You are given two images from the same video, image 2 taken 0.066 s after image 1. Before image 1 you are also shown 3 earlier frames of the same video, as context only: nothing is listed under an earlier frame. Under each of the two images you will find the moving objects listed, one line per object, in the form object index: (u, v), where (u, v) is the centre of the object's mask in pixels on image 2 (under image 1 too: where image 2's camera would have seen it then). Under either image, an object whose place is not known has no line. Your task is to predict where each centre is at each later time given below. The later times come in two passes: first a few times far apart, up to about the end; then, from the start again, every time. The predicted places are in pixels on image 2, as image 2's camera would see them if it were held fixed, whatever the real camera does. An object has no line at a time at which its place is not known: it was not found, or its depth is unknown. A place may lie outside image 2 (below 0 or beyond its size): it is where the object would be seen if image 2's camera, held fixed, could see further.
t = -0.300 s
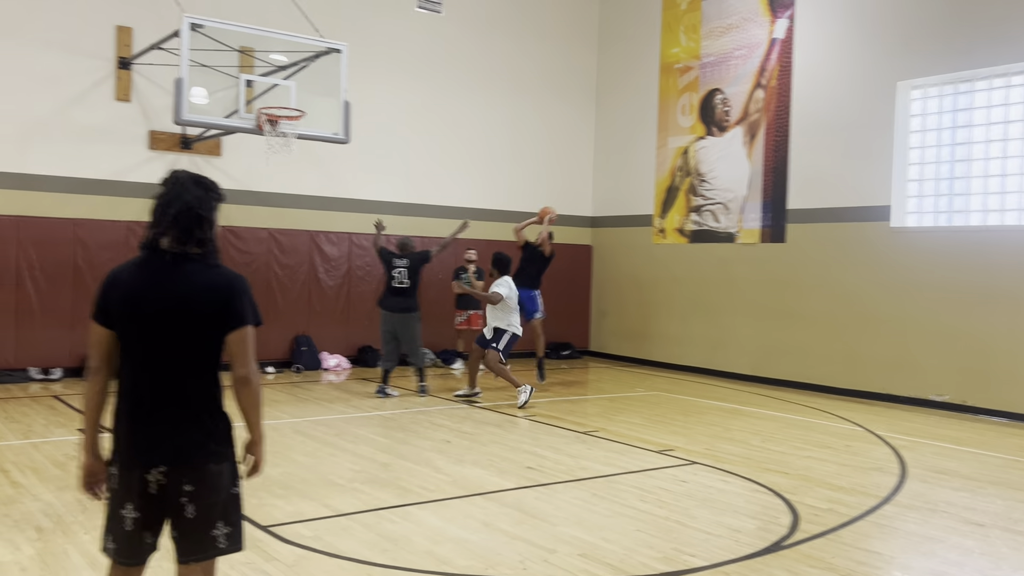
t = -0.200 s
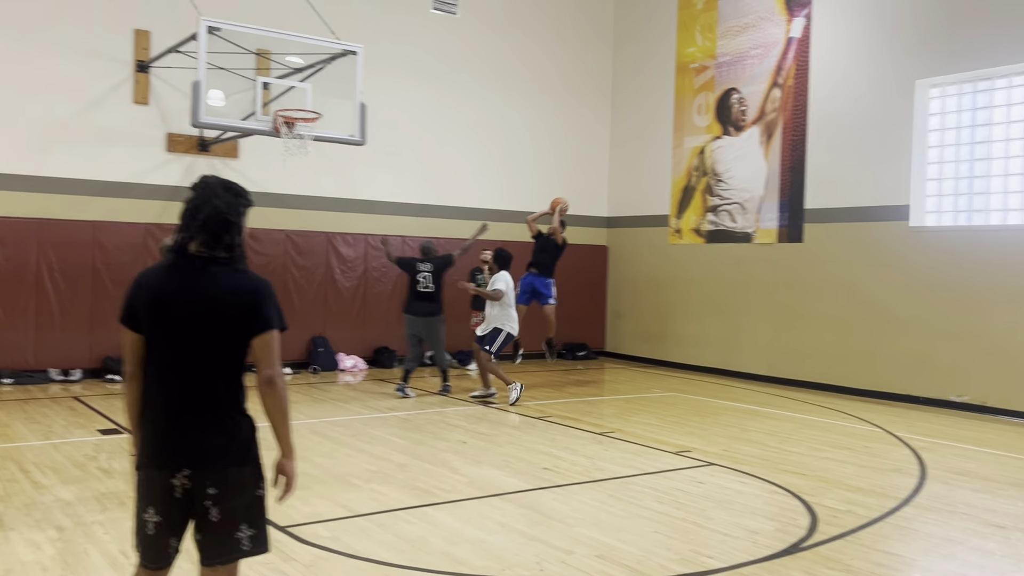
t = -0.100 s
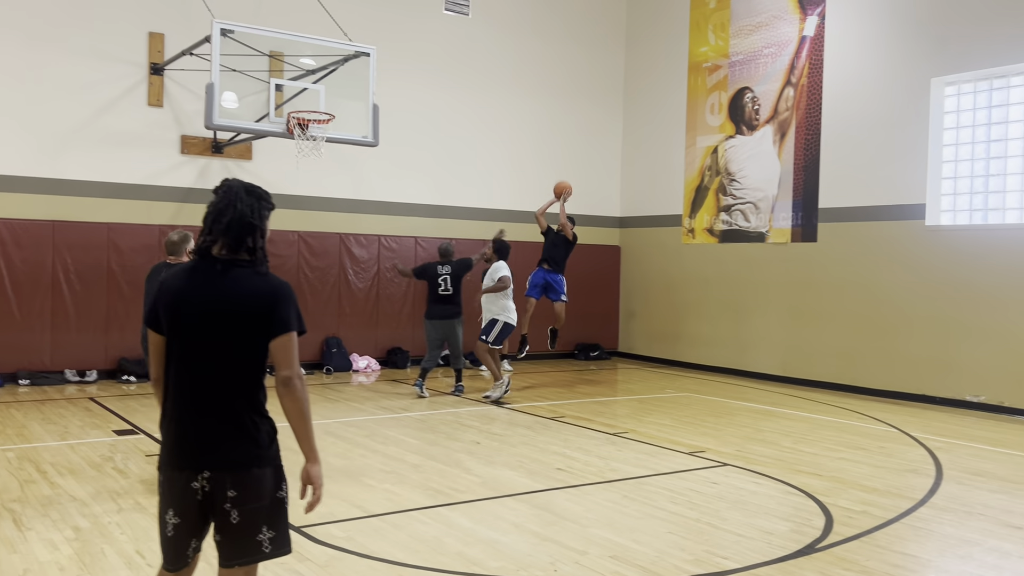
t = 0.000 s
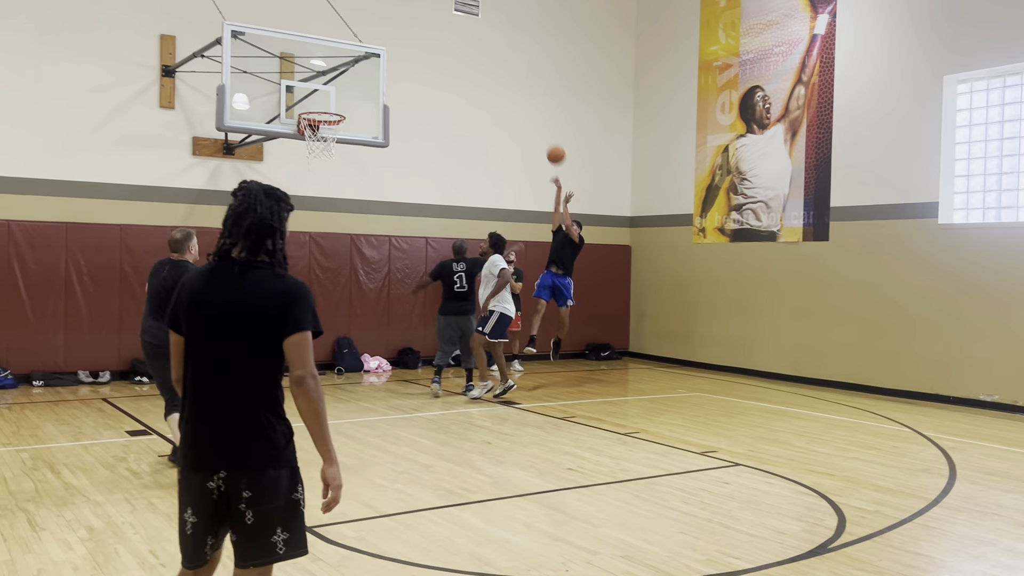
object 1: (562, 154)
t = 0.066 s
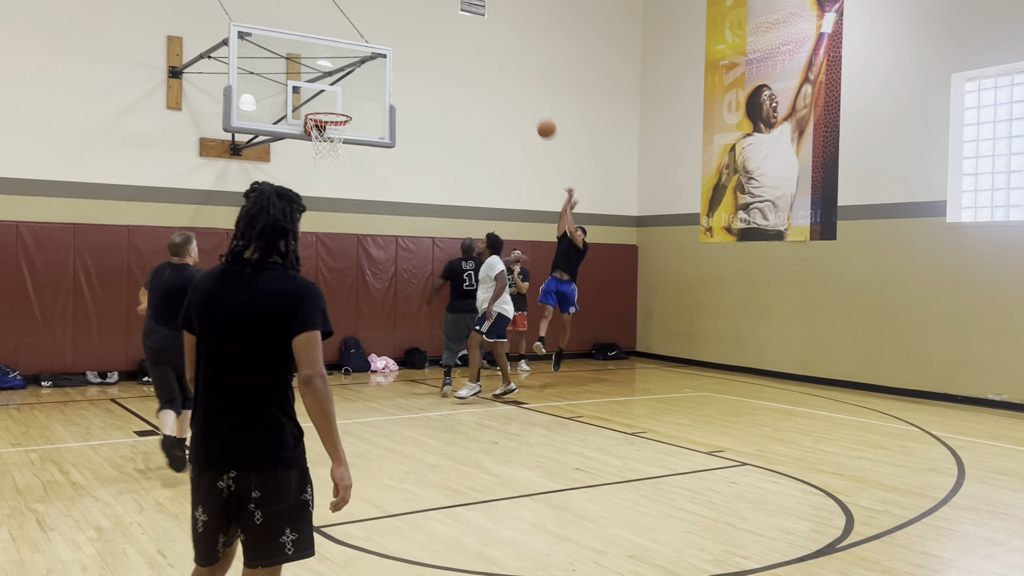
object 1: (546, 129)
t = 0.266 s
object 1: (496, 70)
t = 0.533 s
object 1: (423, 39)
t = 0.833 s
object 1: (332, 79)
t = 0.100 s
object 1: (539, 117)
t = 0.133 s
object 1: (530, 106)
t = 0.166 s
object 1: (522, 96)
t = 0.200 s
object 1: (513, 86)
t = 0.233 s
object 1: (505, 78)
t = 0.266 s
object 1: (496, 70)
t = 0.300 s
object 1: (487, 63)
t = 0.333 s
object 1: (479, 57)
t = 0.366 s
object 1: (470, 52)
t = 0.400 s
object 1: (461, 48)
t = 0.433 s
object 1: (452, 44)
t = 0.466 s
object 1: (442, 42)
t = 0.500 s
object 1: (433, 40)
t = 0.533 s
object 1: (423, 39)
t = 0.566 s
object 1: (414, 39)
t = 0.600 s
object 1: (404, 41)
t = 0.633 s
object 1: (394, 43)
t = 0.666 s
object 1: (383, 47)
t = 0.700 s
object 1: (374, 51)
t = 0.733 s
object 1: (364, 56)
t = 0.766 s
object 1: (354, 62)
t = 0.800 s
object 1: (343, 70)
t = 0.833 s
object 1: (332, 79)
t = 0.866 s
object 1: (322, 88)
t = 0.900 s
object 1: (311, 100)
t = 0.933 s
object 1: (303, 98)
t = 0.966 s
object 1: (297, 89)
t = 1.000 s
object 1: (291, 80)
